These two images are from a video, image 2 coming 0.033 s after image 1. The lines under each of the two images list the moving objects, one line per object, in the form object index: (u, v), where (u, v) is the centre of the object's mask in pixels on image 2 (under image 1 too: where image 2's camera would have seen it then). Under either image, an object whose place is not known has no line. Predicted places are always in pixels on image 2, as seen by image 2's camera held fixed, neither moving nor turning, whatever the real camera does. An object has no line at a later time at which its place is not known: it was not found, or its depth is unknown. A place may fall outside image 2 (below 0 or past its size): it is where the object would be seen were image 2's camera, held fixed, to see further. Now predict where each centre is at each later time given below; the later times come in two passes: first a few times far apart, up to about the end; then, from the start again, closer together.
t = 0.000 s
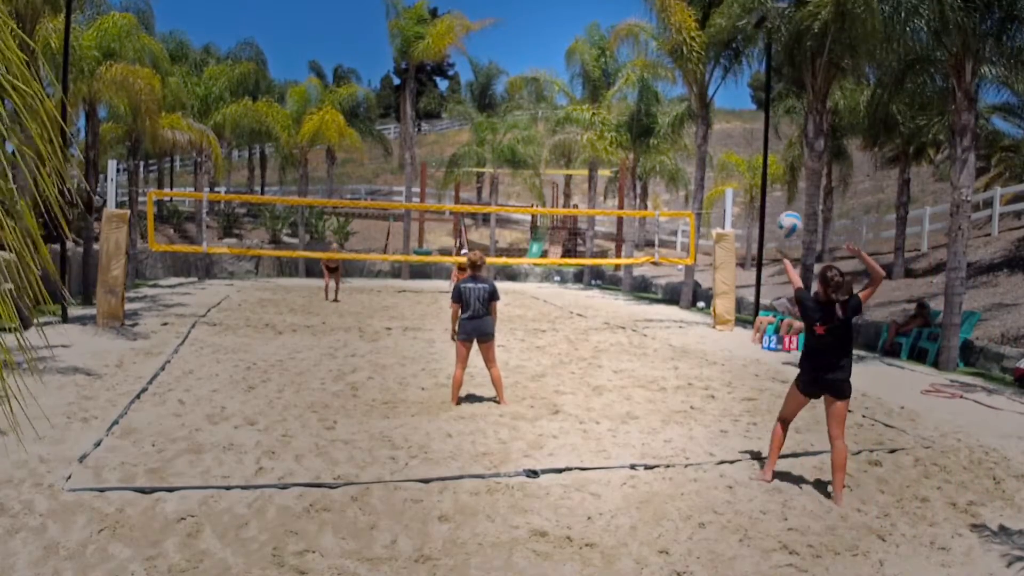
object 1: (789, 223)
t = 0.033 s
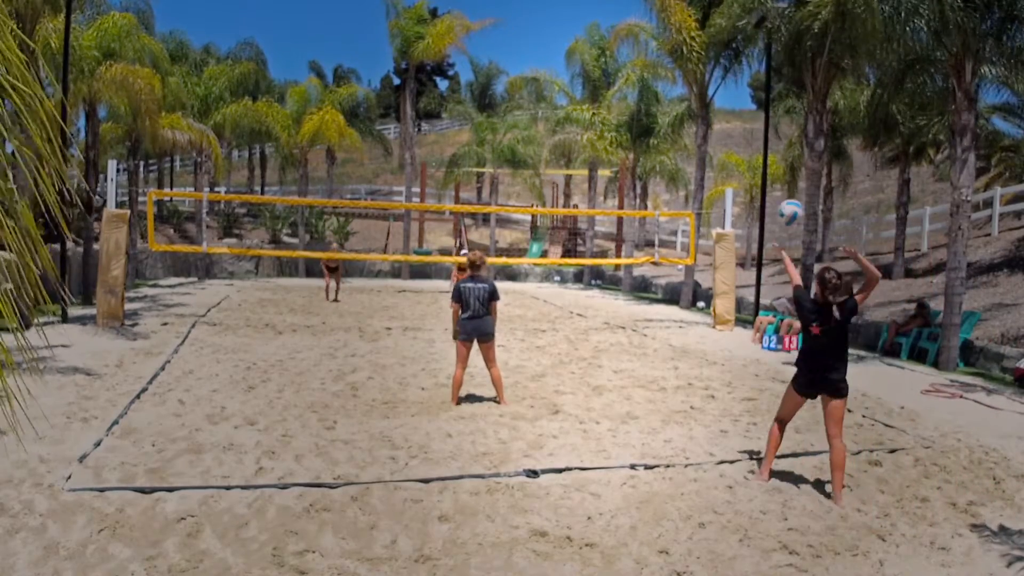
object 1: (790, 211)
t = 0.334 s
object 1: (795, 169)
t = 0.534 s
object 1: (797, 200)
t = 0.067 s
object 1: (791, 200)
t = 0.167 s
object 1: (794, 178)
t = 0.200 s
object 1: (794, 174)
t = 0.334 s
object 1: (795, 169)
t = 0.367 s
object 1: (796, 171)
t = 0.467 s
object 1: (796, 183)
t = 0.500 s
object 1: (796, 191)
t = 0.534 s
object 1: (797, 200)
